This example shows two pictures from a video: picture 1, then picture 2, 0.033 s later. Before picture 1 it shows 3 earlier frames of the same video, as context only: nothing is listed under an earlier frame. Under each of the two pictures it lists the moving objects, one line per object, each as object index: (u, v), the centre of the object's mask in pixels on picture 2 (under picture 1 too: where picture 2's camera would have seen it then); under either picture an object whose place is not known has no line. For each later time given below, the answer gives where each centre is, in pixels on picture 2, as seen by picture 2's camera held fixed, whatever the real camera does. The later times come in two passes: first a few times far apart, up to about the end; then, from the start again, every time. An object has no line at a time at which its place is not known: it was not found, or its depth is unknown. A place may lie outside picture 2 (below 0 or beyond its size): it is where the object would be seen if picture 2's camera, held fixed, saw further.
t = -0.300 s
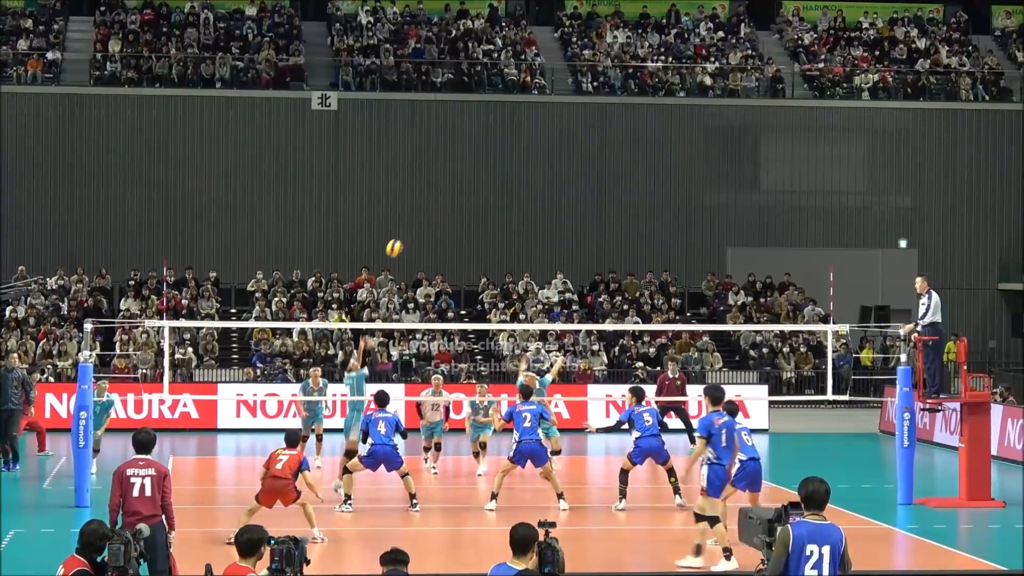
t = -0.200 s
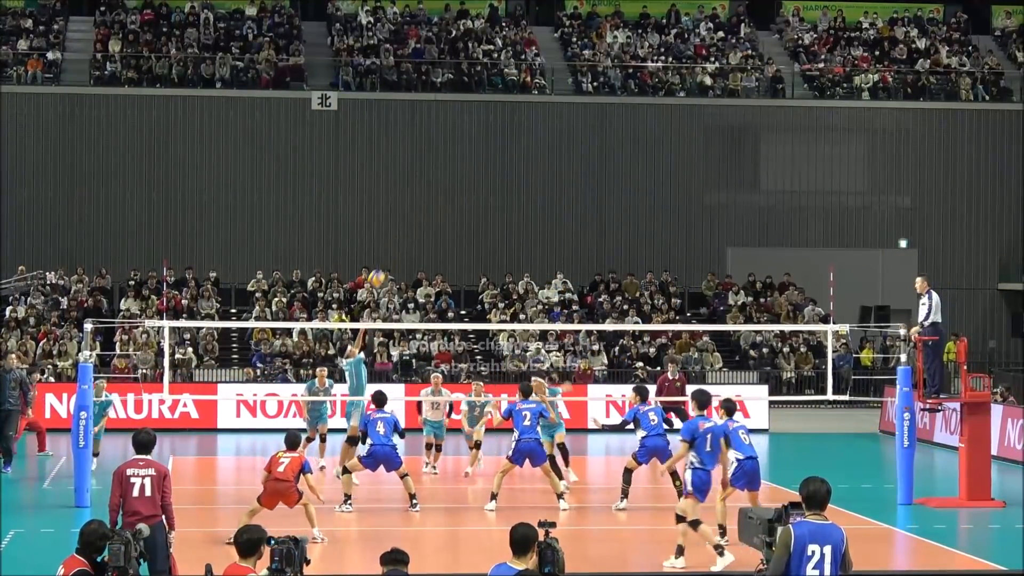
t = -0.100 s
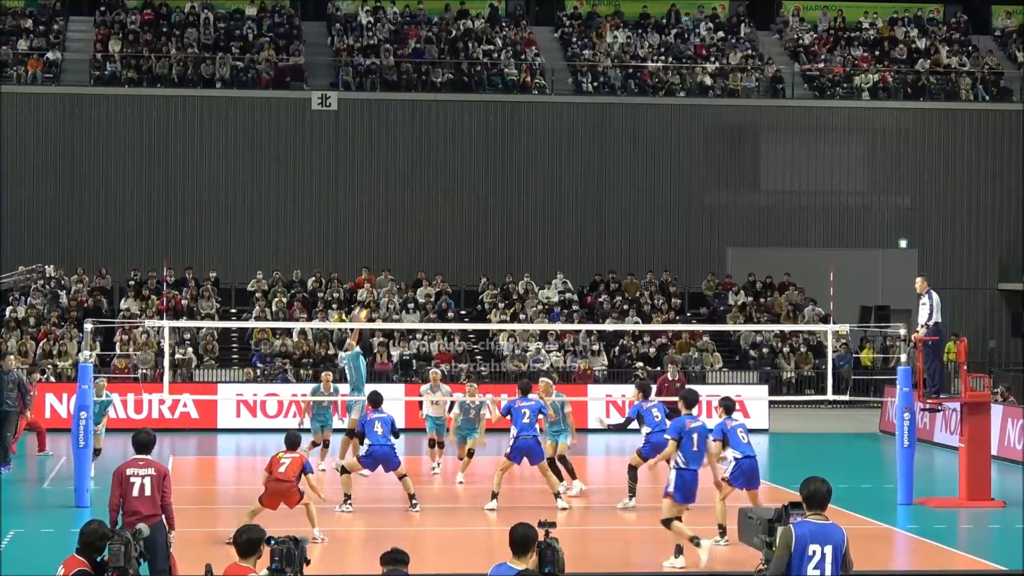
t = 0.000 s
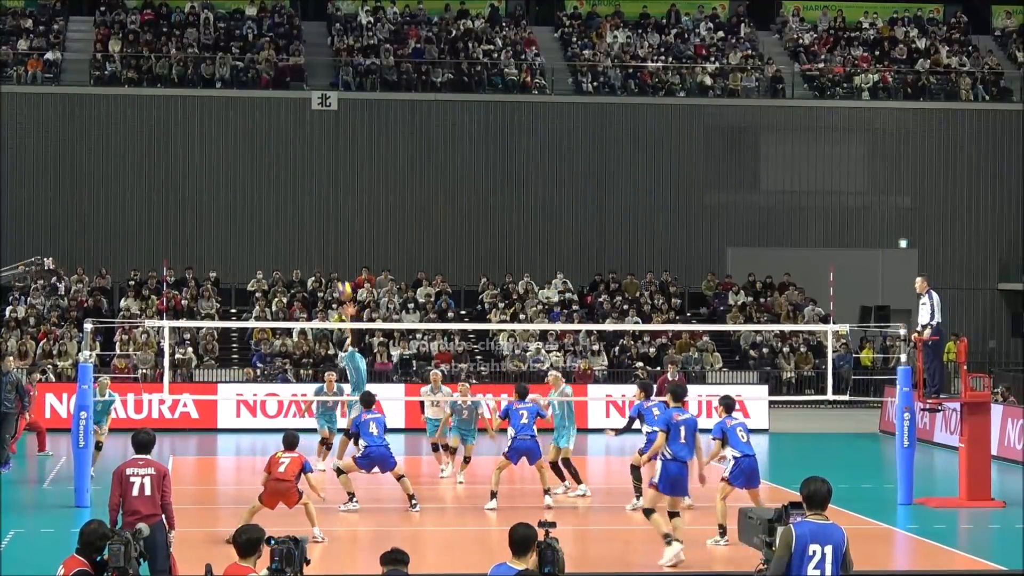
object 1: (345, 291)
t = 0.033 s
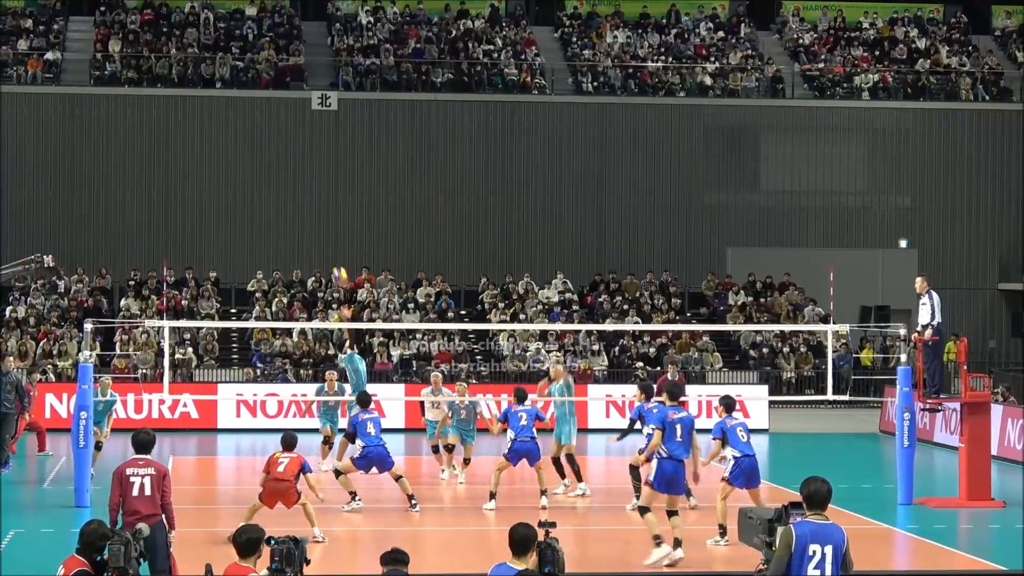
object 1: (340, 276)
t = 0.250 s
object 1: (311, 203)
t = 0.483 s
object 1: (283, 164)
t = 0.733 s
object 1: (254, 163)
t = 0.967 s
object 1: (227, 203)
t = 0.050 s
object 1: (337, 269)
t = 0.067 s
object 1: (335, 263)
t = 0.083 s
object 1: (333, 256)
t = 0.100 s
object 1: (331, 250)
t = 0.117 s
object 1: (329, 244)
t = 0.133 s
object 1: (326, 238)
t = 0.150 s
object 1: (324, 233)
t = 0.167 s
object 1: (322, 227)
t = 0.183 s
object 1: (320, 222)
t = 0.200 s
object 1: (318, 217)
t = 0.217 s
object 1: (315, 212)
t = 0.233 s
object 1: (313, 208)
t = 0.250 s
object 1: (311, 203)
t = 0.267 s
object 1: (309, 199)
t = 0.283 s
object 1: (307, 195)
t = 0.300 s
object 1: (305, 192)
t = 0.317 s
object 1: (303, 188)
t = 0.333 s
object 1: (301, 185)
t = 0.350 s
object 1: (299, 182)
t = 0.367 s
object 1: (297, 179)
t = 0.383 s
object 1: (295, 176)
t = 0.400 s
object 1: (293, 173)
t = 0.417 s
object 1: (291, 171)
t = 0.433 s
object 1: (289, 169)
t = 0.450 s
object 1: (287, 167)
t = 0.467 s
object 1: (285, 165)
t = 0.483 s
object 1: (283, 164)
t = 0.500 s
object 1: (281, 162)
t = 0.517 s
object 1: (279, 161)
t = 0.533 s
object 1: (277, 160)
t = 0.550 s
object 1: (275, 159)
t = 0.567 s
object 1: (273, 159)
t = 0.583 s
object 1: (272, 158)
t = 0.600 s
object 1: (270, 158)
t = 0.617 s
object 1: (268, 158)
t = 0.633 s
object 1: (266, 158)
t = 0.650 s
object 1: (264, 159)
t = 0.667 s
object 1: (262, 159)
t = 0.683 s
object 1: (260, 160)
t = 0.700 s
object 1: (258, 161)
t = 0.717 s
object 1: (256, 162)
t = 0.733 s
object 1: (254, 163)
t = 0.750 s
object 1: (252, 165)
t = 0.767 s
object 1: (250, 167)
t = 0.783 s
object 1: (248, 169)
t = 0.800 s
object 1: (246, 171)
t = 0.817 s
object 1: (244, 173)
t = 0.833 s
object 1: (242, 176)
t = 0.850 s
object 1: (240, 178)
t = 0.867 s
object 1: (238, 181)
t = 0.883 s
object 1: (236, 184)
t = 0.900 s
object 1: (234, 188)
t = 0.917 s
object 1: (232, 191)
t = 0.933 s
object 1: (231, 195)
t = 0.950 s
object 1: (229, 199)
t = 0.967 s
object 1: (227, 203)
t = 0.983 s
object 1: (225, 207)
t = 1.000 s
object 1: (223, 212)
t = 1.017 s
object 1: (221, 217)
